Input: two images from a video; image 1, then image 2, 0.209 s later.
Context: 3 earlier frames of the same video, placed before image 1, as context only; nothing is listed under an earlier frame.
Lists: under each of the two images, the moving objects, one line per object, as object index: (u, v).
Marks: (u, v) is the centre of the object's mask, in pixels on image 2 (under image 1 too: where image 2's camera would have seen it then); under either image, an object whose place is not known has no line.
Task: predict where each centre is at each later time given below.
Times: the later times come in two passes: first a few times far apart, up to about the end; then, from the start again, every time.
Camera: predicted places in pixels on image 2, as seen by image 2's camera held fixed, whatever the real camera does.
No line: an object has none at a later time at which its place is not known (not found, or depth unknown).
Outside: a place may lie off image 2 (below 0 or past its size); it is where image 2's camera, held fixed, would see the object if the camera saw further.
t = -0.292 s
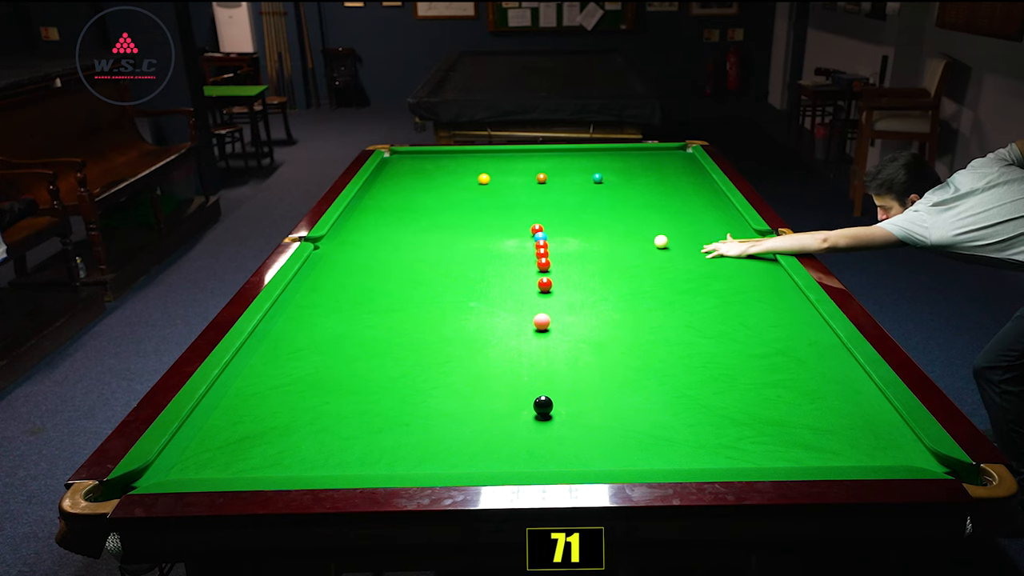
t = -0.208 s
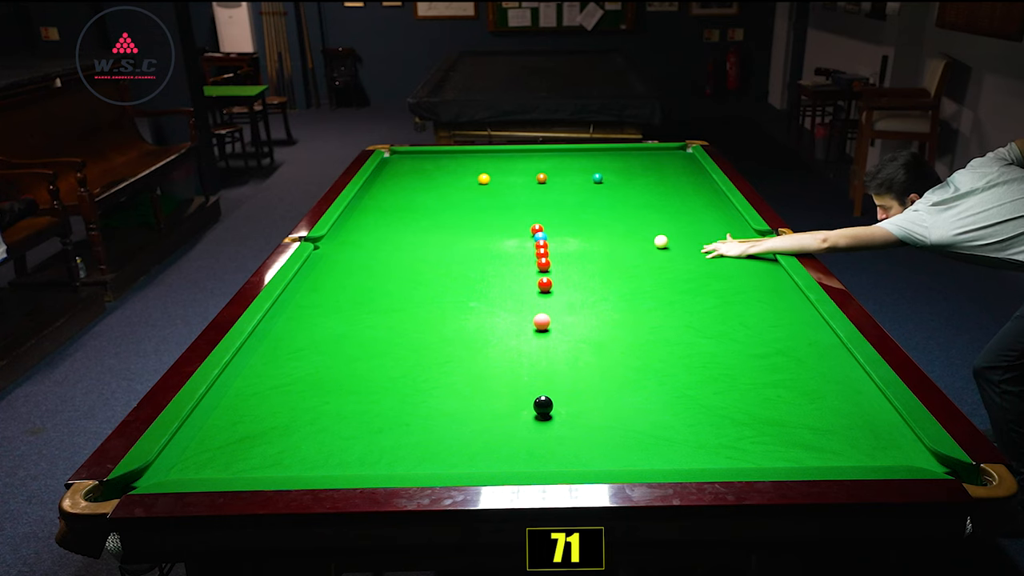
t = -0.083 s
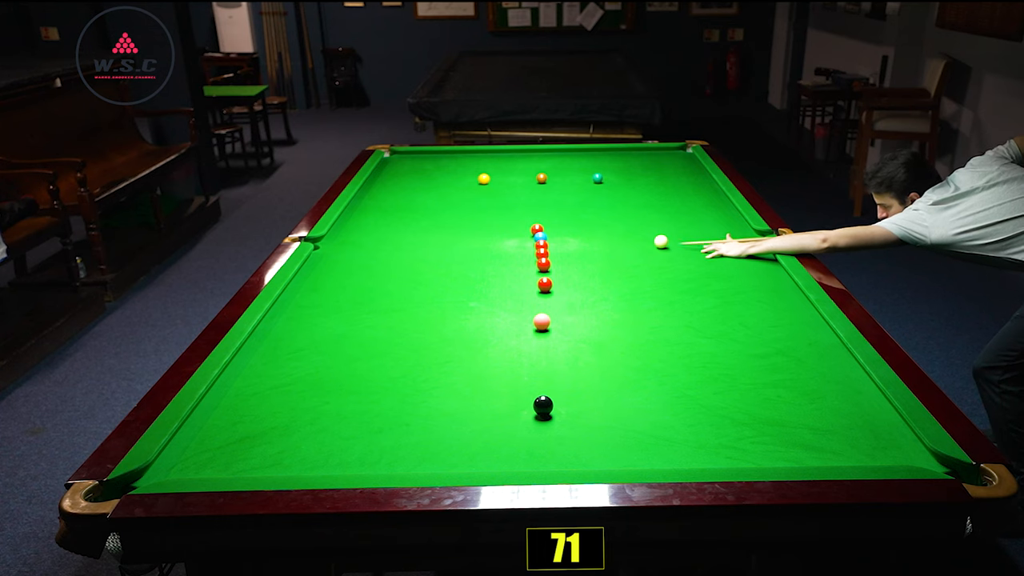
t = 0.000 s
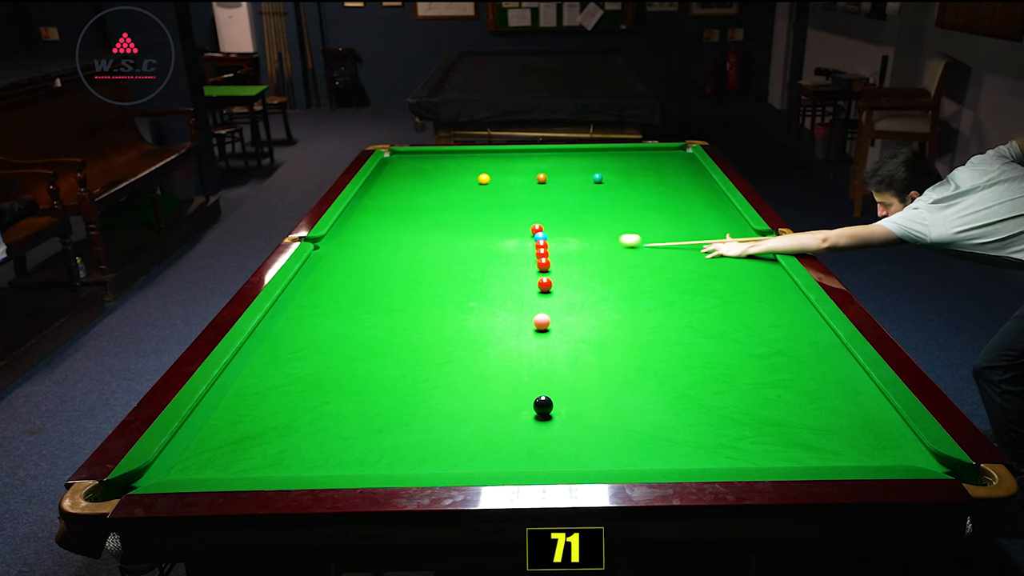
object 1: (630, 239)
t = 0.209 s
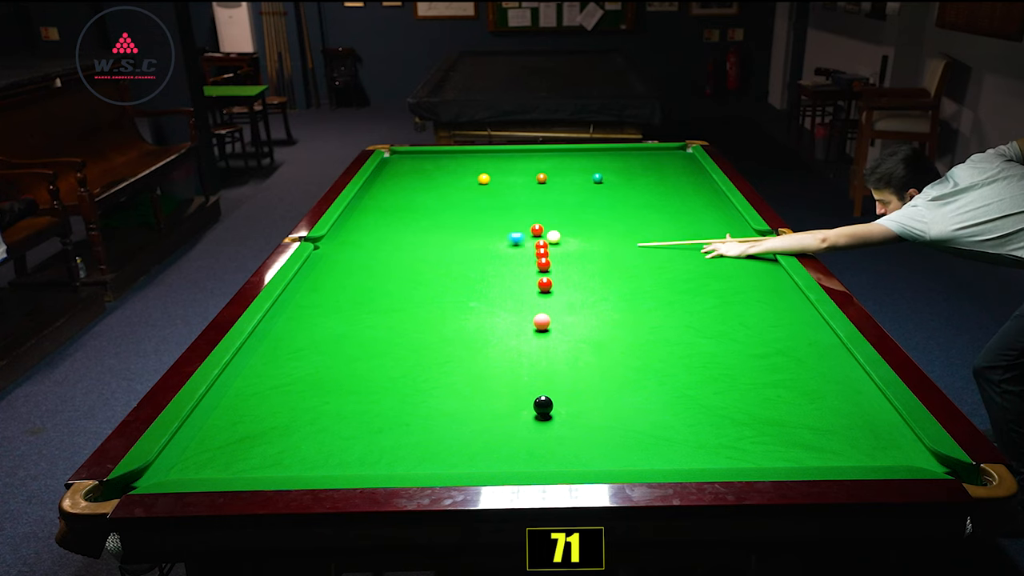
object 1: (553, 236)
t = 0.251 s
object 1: (554, 236)
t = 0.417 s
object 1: (560, 234)
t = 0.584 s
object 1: (564, 232)
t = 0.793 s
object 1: (569, 230)
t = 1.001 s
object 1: (573, 229)
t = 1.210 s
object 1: (577, 227)
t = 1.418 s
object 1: (580, 226)
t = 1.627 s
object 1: (582, 225)
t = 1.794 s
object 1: (584, 225)
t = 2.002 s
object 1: (586, 224)
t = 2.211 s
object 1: (586, 224)
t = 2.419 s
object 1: (586, 224)
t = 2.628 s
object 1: (586, 224)
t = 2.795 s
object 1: (586, 224)
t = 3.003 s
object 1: (586, 224)
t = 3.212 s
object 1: (586, 224)
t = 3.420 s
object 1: (586, 224)
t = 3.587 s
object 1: (586, 224)
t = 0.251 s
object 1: (554, 236)
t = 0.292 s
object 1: (556, 235)
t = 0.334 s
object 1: (557, 235)
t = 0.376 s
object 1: (558, 234)
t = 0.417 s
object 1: (560, 234)
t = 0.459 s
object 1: (561, 234)
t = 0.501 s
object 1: (562, 233)
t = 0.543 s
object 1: (563, 233)
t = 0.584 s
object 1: (564, 232)
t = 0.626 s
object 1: (565, 232)
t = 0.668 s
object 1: (566, 232)
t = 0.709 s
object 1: (567, 231)
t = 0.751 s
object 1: (568, 231)
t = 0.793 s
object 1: (569, 230)
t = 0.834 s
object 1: (570, 230)
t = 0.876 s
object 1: (571, 230)
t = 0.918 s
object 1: (572, 229)
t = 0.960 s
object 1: (572, 229)
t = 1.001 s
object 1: (573, 229)
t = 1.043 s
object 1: (574, 229)
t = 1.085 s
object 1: (575, 228)
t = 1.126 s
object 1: (575, 228)
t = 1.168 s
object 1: (576, 228)
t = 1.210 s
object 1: (577, 227)
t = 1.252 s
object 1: (577, 227)
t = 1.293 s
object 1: (578, 227)
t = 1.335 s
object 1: (579, 227)
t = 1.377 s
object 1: (579, 227)
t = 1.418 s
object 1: (580, 226)
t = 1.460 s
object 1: (580, 226)
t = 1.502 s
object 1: (581, 226)
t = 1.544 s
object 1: (581, 226)
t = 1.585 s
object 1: (582, 226)
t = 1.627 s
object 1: (582, 225)
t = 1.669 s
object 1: (583, 225)
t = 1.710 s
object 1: (583, 225)
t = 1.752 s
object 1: (583, 225)
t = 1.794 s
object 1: (584, 225)
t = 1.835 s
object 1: (584, 225)
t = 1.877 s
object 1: (585, 224)
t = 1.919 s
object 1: (585, 224)
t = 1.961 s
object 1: (585, 224)
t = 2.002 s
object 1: (586, 224)
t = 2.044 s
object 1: (586, 224)
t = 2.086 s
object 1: (586, 224)
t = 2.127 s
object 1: (586, 224)
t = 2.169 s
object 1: (586, 224)
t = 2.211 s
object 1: (586, 224)
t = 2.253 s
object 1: (586, 224)
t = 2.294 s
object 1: (586, 224)
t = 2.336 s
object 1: (586, 224)
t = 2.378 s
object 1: (586, 224)
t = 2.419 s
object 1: (586, 224)
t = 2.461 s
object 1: (586, 224)
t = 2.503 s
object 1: (586, 224)
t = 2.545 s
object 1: (586, 224)
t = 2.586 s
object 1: (586, 224)
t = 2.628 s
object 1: (586, 224)
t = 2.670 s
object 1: (586, 224)
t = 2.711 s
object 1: (586, 224)
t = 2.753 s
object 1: (586, 224)
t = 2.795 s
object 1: (586, 224)
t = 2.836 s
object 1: (586, 224)
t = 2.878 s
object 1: (586, 224)
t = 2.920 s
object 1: (586, 224)
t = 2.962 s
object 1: (586, 224)
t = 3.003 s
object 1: (586, 224)
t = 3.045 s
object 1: (586, 224)
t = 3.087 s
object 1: (586, 224)
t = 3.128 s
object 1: (586, 224)
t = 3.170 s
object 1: (586, 224)
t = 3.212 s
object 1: (586, 224)
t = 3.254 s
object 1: (586, 224)
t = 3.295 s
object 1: (586, 224)
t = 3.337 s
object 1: (586, 224)
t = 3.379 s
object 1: (586, 224)
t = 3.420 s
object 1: (586, 224)
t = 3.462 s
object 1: (586, 224)
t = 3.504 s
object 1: (586, 224)
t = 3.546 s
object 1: (586, 224)
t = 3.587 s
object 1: (586, 224)
